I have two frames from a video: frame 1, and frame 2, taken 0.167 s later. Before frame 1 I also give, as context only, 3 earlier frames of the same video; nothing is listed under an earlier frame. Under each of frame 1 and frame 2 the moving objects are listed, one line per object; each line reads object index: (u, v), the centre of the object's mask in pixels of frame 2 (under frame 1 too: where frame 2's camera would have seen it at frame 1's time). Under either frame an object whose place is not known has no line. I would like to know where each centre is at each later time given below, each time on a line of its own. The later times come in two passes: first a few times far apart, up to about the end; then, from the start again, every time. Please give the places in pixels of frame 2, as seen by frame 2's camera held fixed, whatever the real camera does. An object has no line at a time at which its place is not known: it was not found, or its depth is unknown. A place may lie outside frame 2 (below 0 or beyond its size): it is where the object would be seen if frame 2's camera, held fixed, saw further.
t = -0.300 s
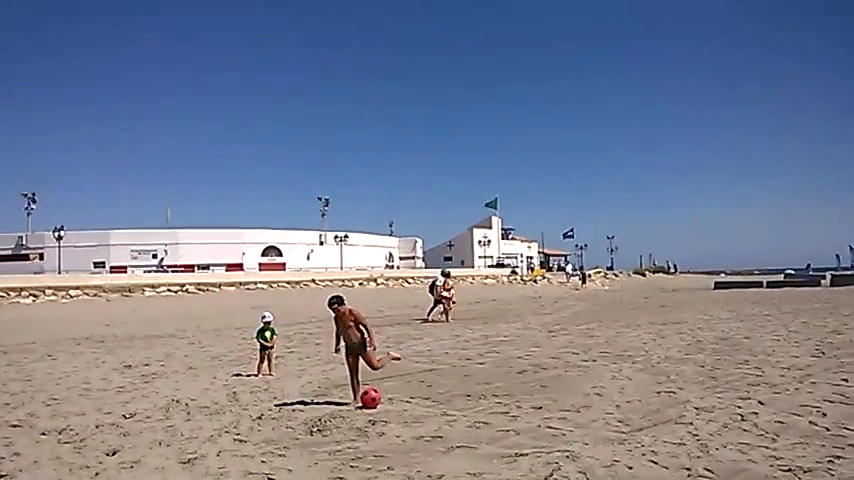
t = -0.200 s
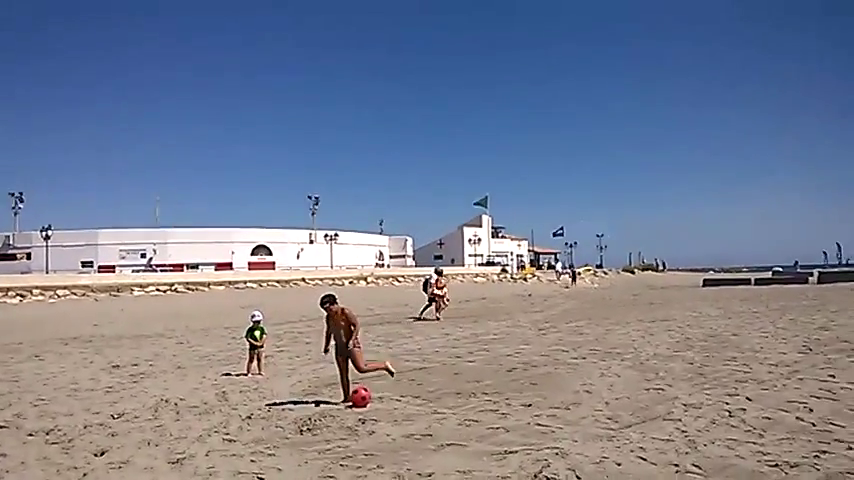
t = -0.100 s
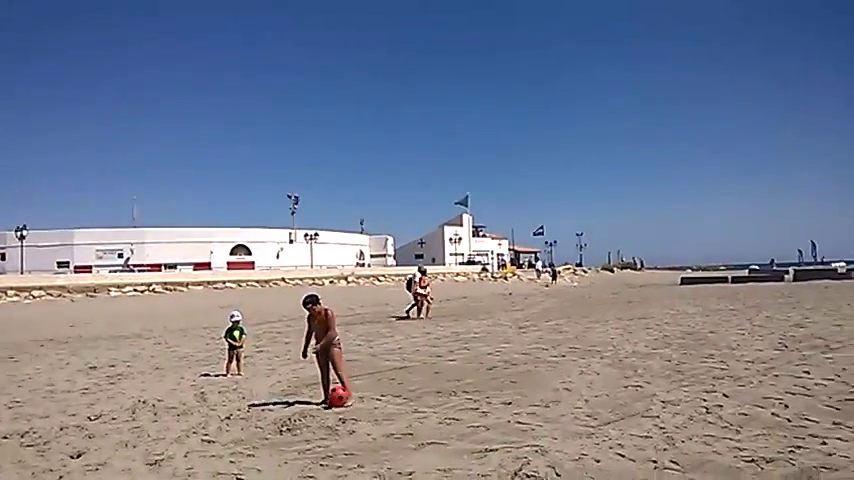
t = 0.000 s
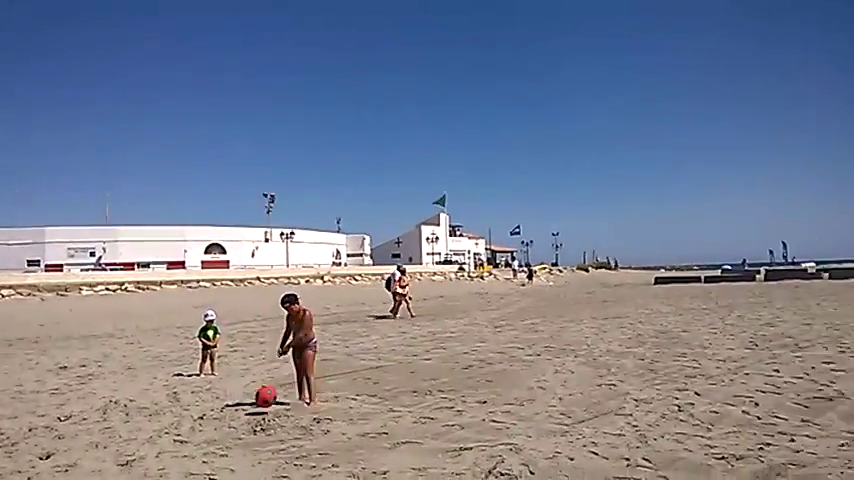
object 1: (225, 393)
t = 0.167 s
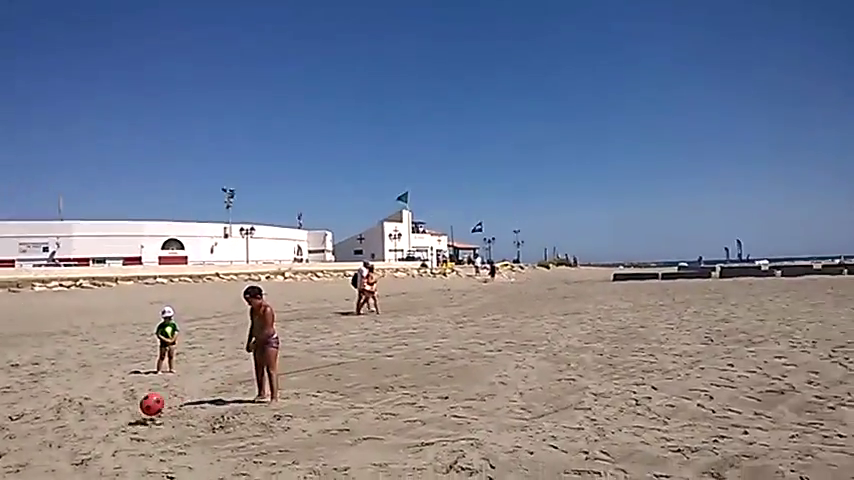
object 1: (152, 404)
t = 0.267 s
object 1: (130, 396)
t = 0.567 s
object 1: (61, 421)
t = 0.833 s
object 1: (18, 431)
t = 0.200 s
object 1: (145, 400)
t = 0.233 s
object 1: (137, 398)
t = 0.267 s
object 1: (130, 396)
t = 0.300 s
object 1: (121, 396)
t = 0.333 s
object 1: (114, 396)
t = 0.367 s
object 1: (105, 399)
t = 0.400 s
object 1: (97, 403)
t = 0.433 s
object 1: (89, 407)
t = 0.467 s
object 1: (81, 413)
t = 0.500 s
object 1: (73, 421)
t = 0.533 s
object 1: (67, 421)
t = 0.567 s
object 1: (61, 421)
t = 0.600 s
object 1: (56, 421)
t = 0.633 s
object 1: (50, 424)
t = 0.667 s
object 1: (45, 427)
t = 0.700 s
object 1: (39, 428)
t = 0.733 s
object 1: (35, 428)
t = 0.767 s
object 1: (29, 429)
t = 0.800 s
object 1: (24, 430)
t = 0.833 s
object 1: (18, 431)
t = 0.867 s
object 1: (13, 431)
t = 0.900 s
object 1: (7, 433)
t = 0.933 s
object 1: (1, 435)
